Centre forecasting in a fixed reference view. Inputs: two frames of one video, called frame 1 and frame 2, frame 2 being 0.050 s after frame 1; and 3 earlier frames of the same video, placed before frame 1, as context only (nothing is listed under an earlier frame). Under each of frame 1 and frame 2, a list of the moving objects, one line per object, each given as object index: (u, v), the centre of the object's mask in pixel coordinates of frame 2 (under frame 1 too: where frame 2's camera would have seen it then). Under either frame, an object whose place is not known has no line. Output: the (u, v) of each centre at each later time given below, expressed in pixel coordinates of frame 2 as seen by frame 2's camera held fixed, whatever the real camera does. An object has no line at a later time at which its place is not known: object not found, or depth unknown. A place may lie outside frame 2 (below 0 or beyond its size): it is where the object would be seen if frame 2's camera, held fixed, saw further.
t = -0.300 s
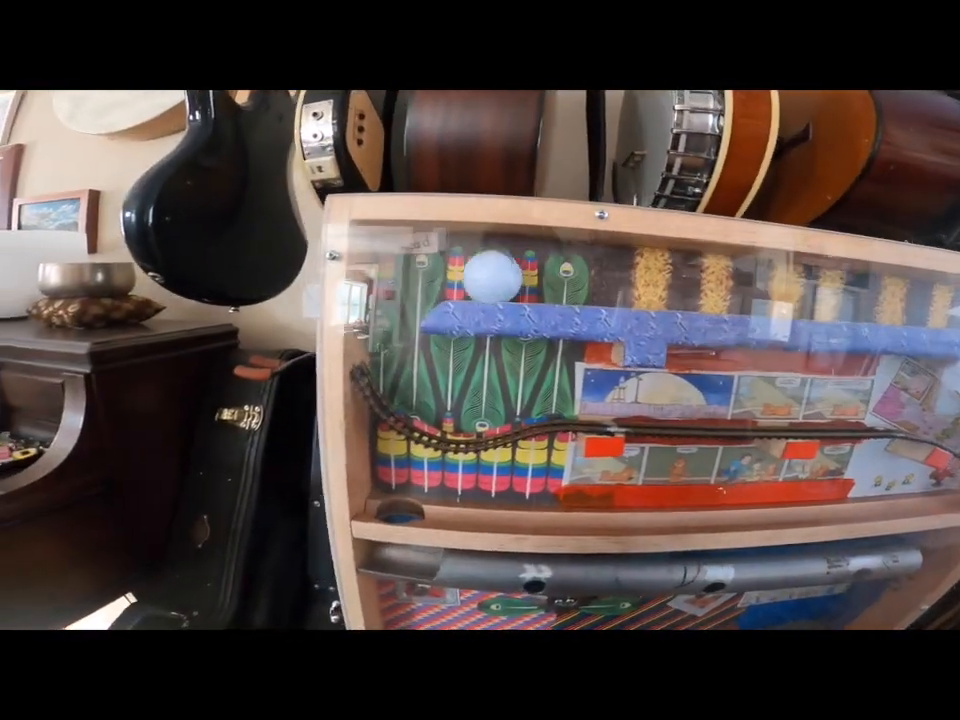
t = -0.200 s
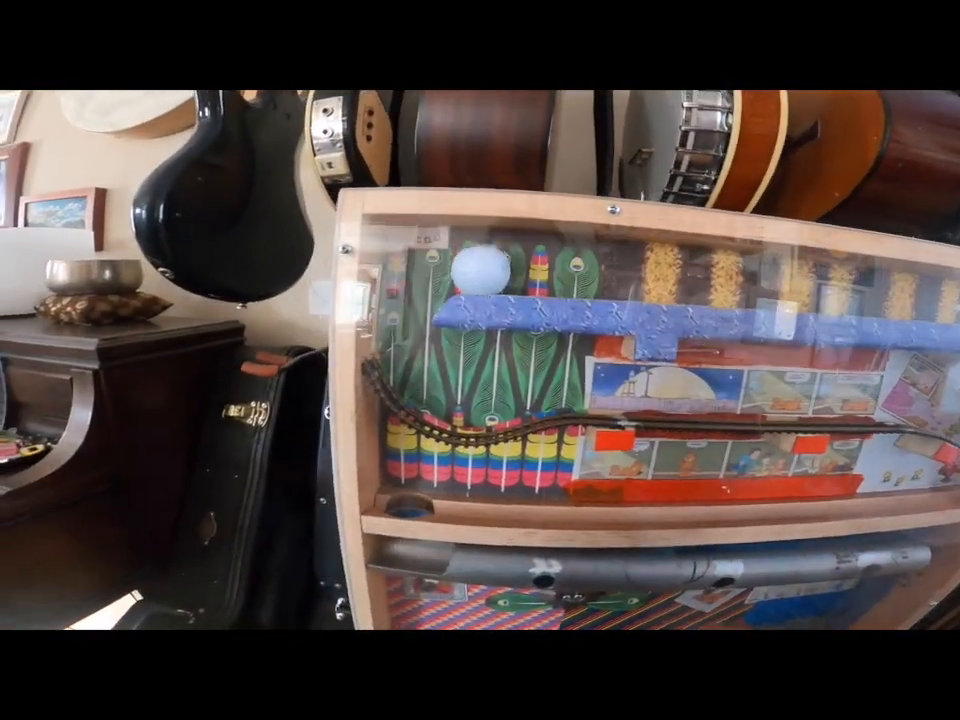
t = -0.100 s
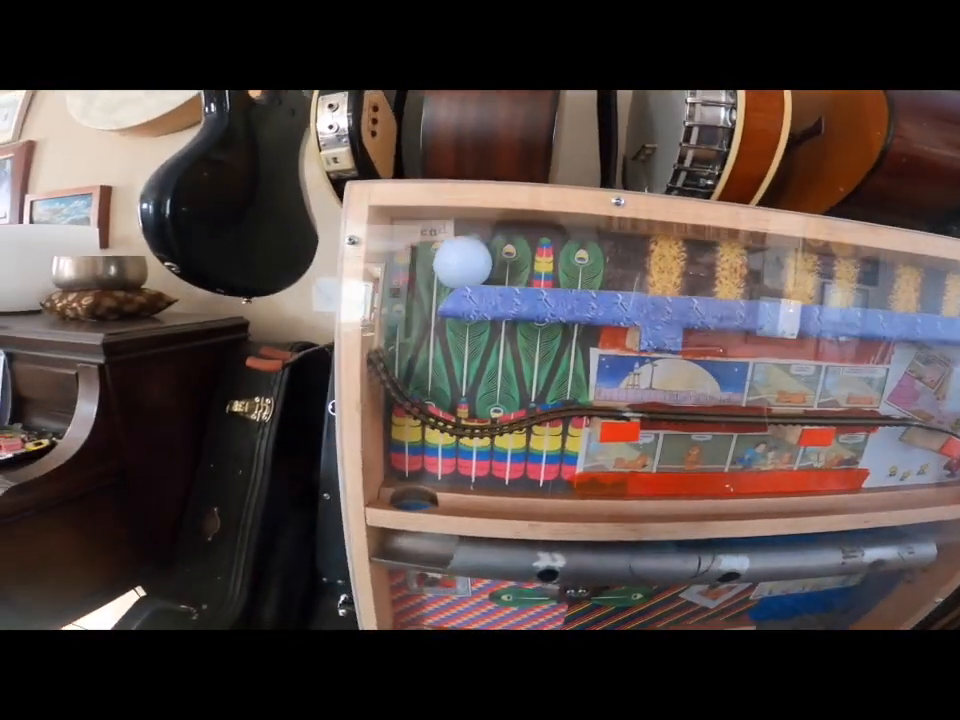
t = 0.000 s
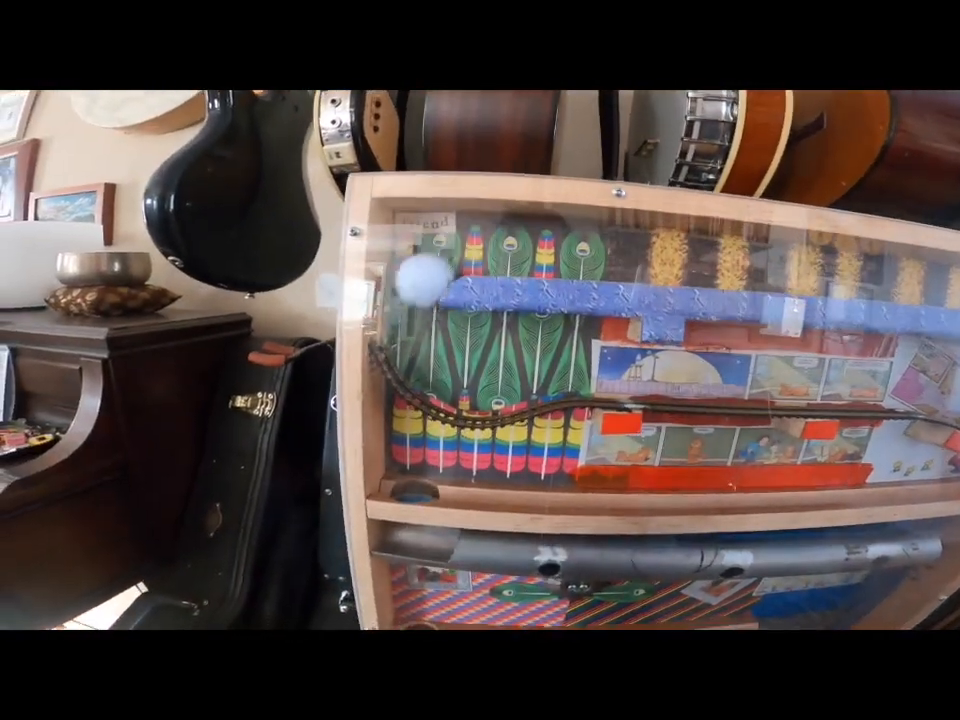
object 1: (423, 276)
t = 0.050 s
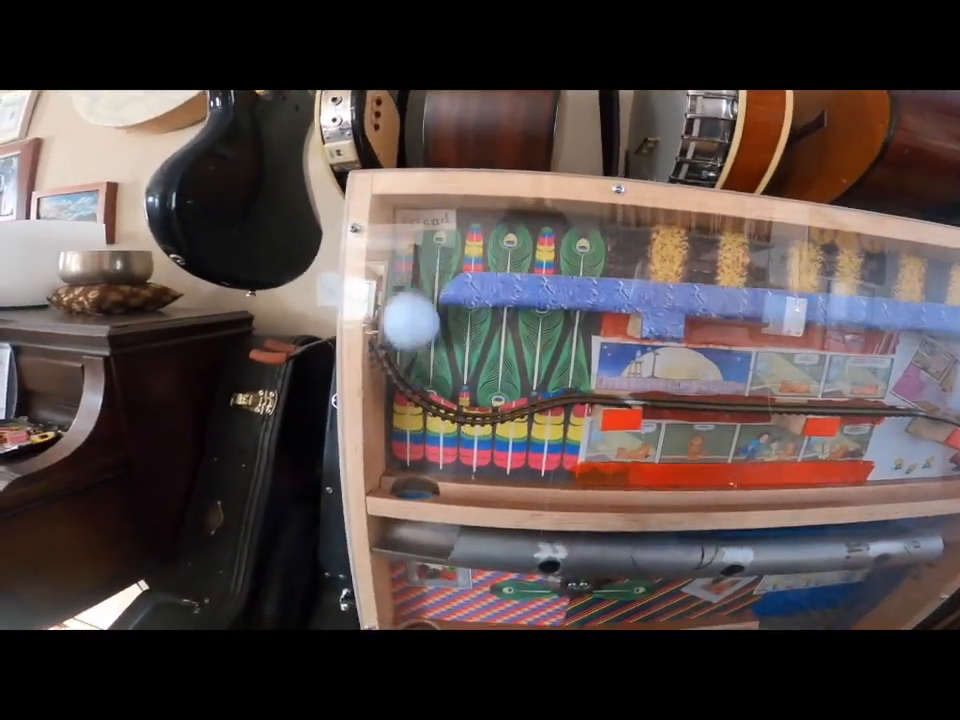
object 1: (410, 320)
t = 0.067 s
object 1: (417, 341)
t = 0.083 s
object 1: (425, 364)
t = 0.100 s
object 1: (441, 379)
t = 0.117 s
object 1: (461, 389)
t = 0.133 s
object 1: (483, 390)
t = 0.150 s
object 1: (501, 386)
